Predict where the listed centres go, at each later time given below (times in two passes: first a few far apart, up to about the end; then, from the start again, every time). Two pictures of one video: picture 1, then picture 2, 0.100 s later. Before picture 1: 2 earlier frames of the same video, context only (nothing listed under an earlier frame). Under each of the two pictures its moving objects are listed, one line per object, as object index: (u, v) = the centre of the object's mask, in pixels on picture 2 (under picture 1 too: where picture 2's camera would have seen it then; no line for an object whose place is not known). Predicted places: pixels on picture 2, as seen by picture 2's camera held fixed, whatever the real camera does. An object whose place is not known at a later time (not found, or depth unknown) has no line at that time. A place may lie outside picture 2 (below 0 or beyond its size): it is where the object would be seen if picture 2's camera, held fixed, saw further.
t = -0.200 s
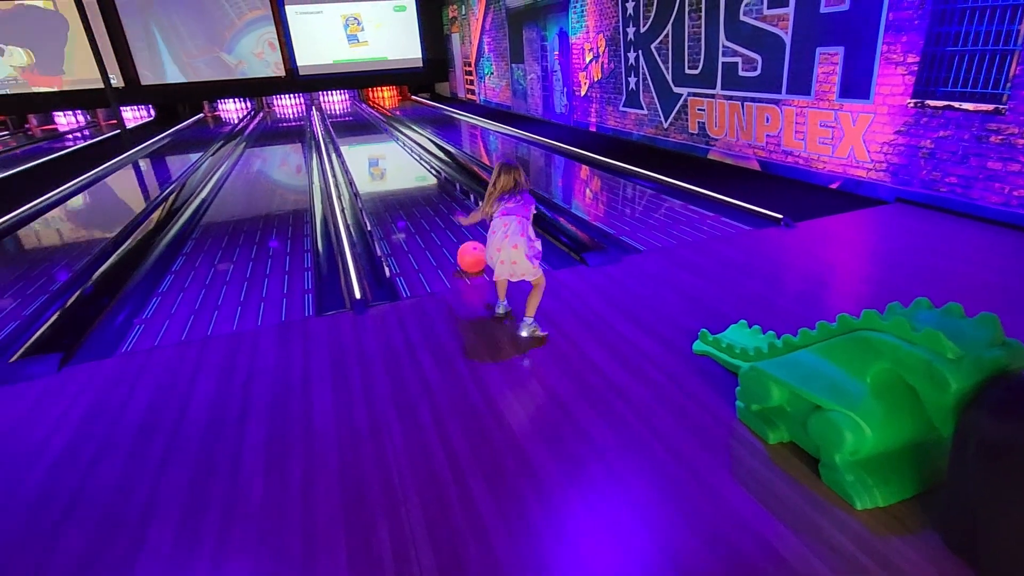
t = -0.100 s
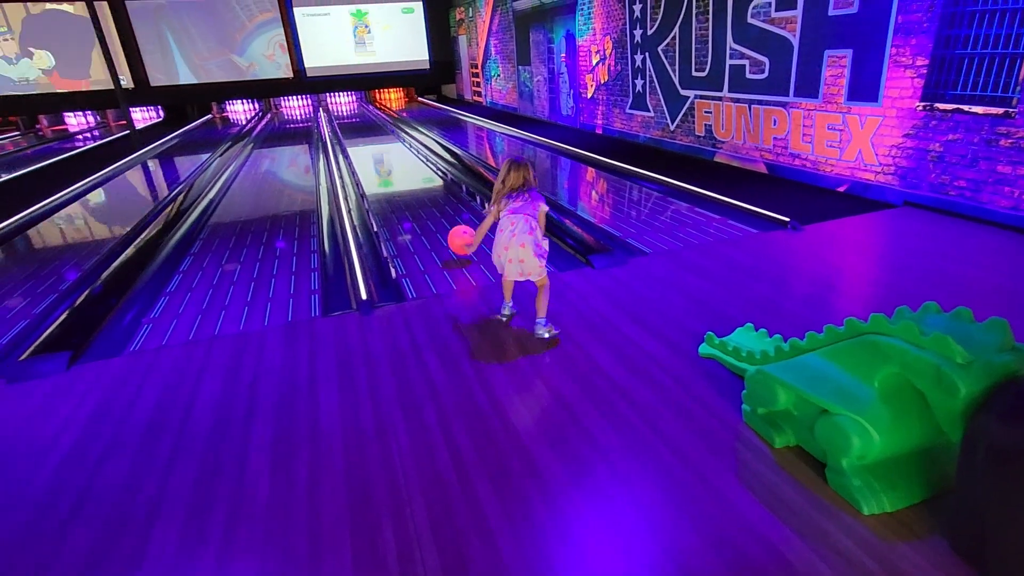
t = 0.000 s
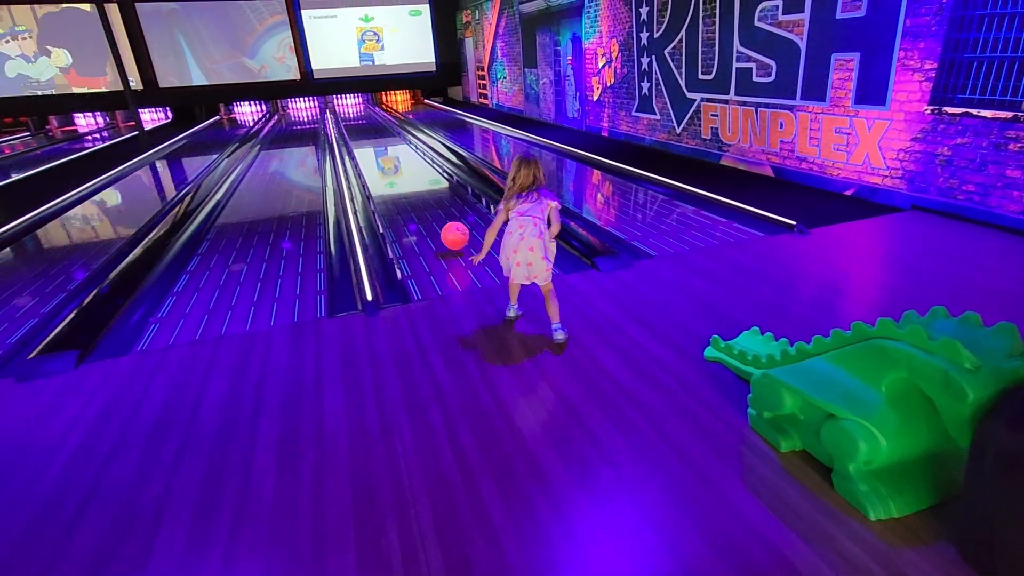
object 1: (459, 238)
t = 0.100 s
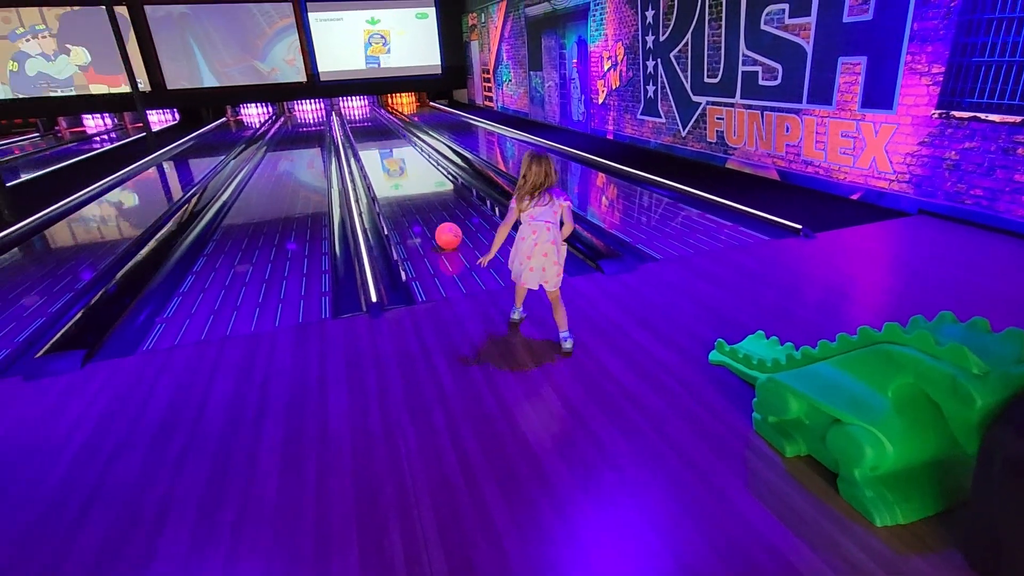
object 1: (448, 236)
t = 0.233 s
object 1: (435, 227)
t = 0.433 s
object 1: (417, 215)
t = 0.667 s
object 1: (402, 204)
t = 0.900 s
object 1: (389, 195)
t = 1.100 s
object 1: (385, 187)
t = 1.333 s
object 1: (384, 180)
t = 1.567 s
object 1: (384, 174)
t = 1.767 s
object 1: (383, 170)
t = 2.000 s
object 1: (382, 165)
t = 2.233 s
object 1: (381, 161)
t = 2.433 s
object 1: (381, 158)
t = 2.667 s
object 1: (380, 154)
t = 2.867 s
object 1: (380, 151)
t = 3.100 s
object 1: (379, 147)
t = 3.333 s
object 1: (379, 144)
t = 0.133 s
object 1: (445, 234)
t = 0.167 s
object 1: (441, 232)
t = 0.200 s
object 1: (438, 229)
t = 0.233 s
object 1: (435, 227)
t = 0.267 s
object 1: (432, 225)
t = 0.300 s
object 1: (429, 223)
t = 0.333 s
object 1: (426, 221)
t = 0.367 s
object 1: (423, 219)
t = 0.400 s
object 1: (420, 217)
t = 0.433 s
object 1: (417, 215)
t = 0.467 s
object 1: (415, 213)
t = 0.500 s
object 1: (412, 211)
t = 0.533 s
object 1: (410, 210)
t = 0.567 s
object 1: (408, 208)
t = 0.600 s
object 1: (405, 207)
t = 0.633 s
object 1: (403, 205)
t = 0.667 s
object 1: (402, 204)
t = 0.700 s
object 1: (399, 202)
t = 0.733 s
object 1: (397, 201)
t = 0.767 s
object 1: (395, 199)
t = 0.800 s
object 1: (394, 198)
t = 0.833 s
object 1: (392, 197)
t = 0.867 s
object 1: (390, 196)
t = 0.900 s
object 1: (389, 195)
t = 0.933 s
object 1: (387, 194)
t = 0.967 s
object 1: (386, 192)
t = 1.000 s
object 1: (385, 191)
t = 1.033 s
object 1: (384, 190)
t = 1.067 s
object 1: (385, 188)
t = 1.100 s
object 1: (385, 187)
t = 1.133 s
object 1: (385, 186)
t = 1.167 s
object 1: (385, 185)
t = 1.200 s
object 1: (385, 184)
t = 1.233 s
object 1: (385, 183)
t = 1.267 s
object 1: (385, 182)
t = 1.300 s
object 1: (385, 181)
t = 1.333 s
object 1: (384, 180)
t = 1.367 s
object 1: (384, 179)
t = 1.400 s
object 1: (384, 178)
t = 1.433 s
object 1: (384, 177)
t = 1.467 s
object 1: (384, 177)
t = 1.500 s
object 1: (384, 176)
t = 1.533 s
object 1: (384, 175)
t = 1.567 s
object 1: (384, 174)
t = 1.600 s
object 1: (383, 174)
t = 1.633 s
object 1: (383, 173)
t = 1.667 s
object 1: (383, 172)
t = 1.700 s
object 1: (383, 171)
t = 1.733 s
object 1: (383, 171)
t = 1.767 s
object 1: (383, 170)
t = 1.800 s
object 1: (383, 169)
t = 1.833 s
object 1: (383, 169)
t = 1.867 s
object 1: (383, 168)
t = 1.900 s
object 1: (382, 167)
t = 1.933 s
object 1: (382, 167)
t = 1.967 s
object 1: (382, 166)
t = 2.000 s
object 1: (382, 165)
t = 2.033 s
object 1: (382, 165)
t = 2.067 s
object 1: (382, 164)
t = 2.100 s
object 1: (382, 163)
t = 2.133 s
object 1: (382, 163)
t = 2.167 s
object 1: (382, 162)
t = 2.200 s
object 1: (381, 162)
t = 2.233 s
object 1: (381, 161)
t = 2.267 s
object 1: (381, 161)
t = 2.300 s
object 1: (381, 160)
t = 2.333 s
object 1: (381, 159)
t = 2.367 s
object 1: (381, 159)
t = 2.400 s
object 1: (381, 158)
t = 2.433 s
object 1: (381, 158)
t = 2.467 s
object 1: (381, 157)
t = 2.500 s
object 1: (381, 157)
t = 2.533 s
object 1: (381, 156)
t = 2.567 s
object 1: (381, 155)
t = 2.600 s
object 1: (380, 155)
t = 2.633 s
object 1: (380, 154)
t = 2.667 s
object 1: (380, 154)
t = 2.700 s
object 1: (380, 153)
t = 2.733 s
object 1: (380, 153)
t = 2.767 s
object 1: (380, 152)
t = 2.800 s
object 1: (380, 152)
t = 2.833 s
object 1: (381, 151)
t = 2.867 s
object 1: (380, 151)
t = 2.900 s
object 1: (380, 150)
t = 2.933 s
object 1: (380, 150)
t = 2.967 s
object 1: (380, 149)
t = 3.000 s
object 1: (380, 149)
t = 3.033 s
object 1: (380, 148)
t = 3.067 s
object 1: (380, 148)
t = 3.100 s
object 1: (379, 147)
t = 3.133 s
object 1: (380, 147)
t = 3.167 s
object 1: (379, 147)
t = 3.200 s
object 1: (379, 146)
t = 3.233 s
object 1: (379, 146)
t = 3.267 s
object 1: (379, 145)
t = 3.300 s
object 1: (379, 145)
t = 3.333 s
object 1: (379, 144)
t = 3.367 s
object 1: (379, 144)
